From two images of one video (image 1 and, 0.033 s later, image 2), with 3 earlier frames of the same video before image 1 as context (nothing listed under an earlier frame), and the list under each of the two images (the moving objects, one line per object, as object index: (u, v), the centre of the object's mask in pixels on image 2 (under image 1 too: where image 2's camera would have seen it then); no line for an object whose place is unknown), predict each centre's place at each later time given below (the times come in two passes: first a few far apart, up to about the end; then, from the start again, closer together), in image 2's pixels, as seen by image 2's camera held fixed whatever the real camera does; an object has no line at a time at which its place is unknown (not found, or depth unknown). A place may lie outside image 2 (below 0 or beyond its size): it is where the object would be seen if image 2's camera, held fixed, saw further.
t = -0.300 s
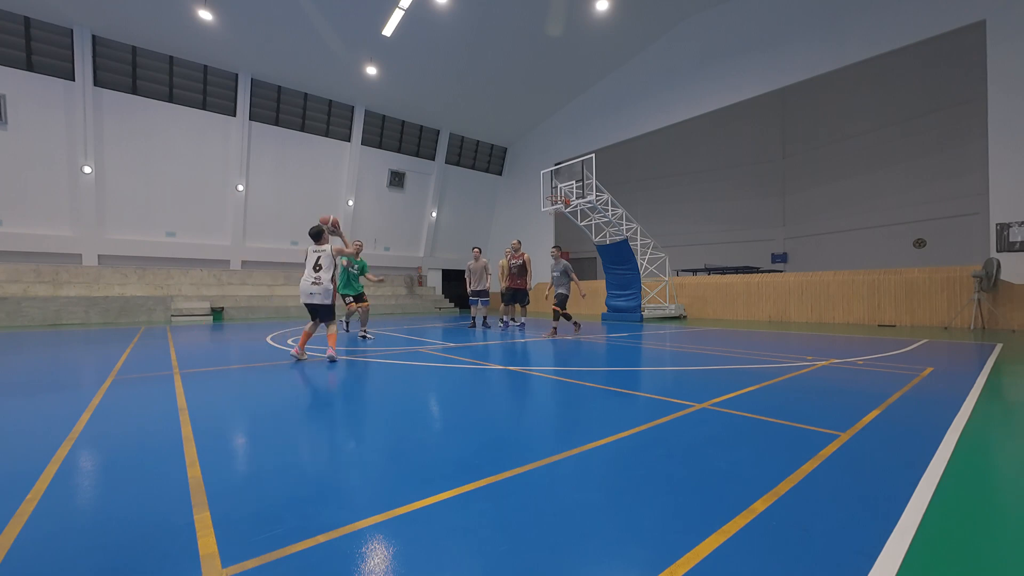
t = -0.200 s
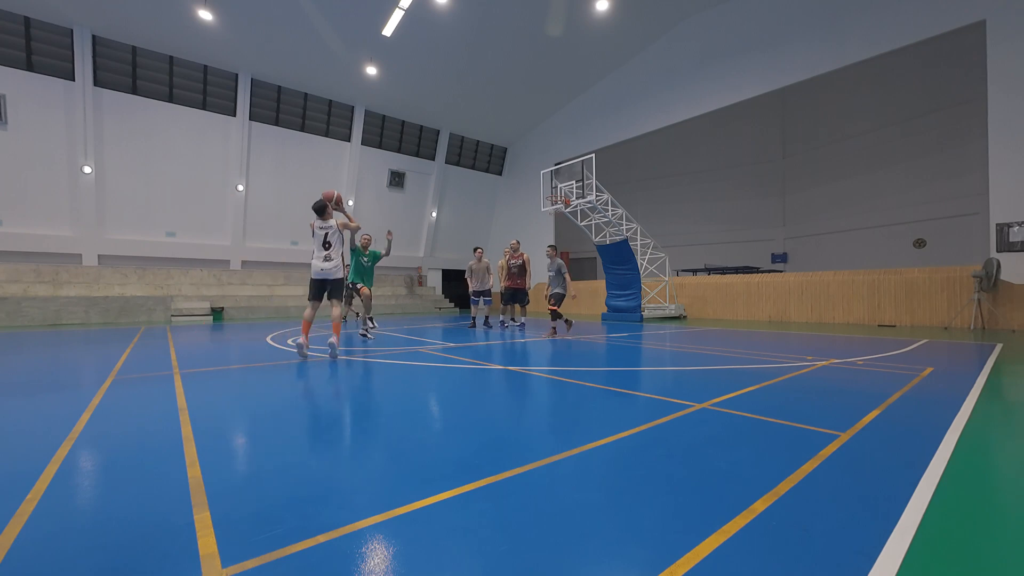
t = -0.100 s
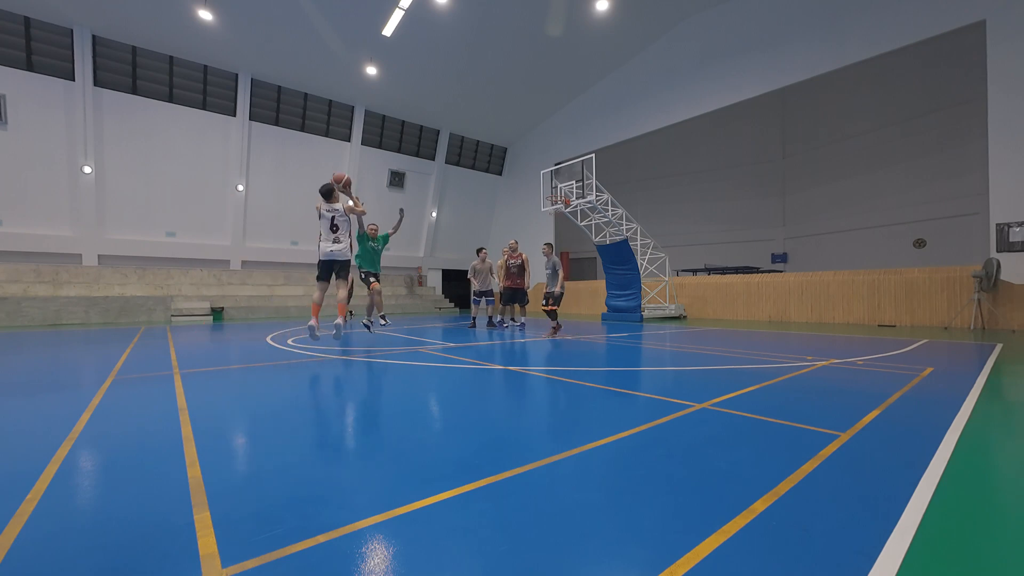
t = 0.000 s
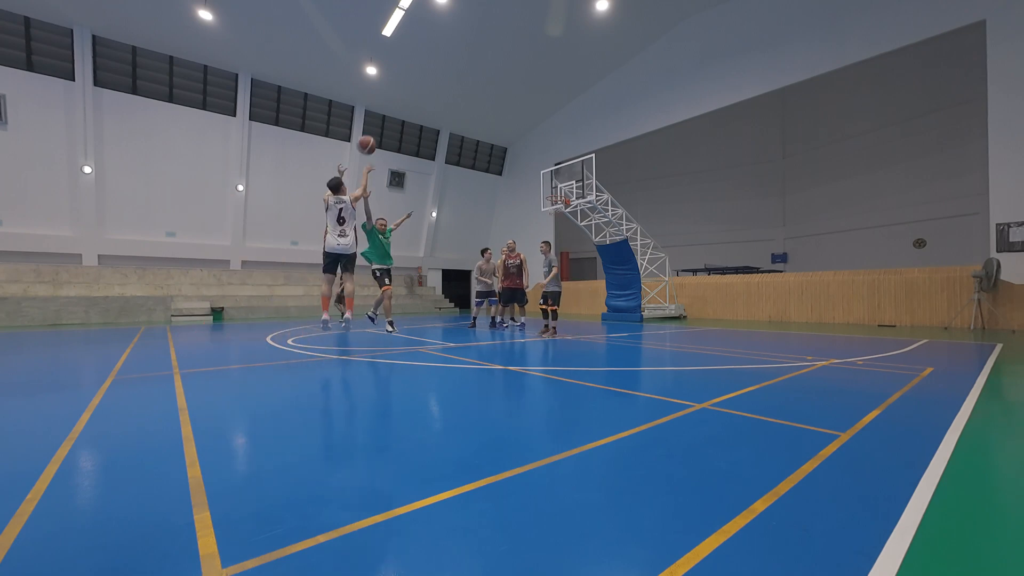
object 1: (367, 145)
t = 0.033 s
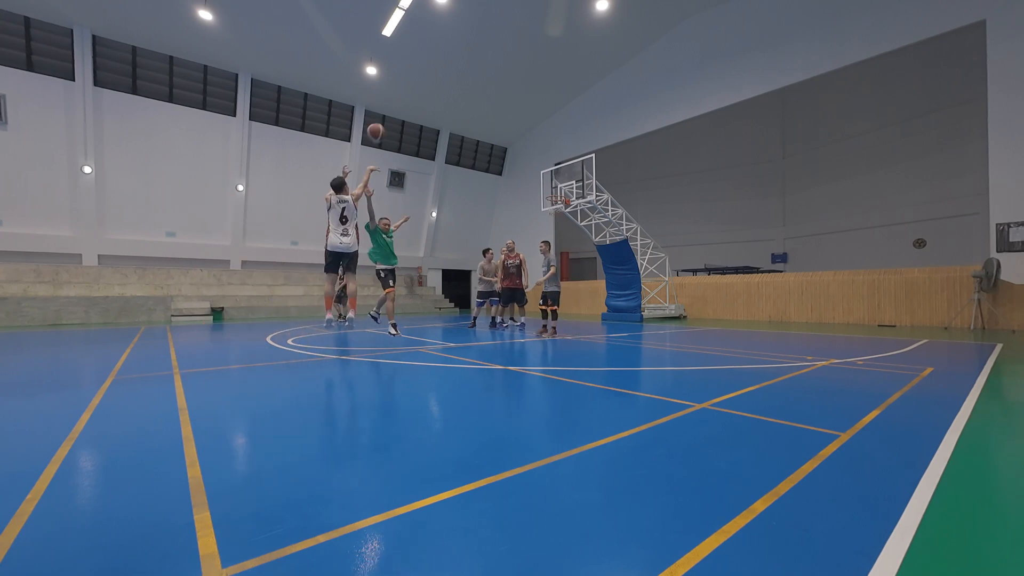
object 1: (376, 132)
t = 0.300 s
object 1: (439, 77)
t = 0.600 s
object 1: (488, 77)
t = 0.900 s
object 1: (523, 117)
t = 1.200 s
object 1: (550, 181)
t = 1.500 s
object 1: (570, 156)
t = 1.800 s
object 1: (594, 134)
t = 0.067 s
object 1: (385, 121)
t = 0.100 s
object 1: (394, 111)
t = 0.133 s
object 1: (402, 104)
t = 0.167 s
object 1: (411, 97)
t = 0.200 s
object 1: (418, 90)
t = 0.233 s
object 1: (426, 85)
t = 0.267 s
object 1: (433, 81)
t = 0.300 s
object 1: (439, 77)
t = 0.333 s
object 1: (446, 74)
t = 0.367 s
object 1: (452, 72)
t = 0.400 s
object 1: (458, 71)
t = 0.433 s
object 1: (463, 71)
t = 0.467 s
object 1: (469, 71)
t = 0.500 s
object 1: (474, 72)
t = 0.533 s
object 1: (479, 73)
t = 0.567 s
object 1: (484, 75)
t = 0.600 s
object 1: (488, 77)
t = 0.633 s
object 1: (493, 79)
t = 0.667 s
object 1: (497, 83)
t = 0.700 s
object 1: (501, 86)
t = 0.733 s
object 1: (505, 90)
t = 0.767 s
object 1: (509, 95)
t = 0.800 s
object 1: (512, 100)
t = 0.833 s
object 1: (516, 105)
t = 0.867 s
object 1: (520, 111)
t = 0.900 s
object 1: (523, 117)
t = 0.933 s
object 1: (526, 123)
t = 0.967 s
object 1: (530, 129)
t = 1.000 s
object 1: (533, 136)
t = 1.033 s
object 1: (536, 142)
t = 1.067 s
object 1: (539, 150)
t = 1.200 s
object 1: (550, 181)
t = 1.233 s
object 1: (552, 189)
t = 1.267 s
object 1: (555, 193)
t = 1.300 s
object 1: (557, 189)
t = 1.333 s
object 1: (559, 183)
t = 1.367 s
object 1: (561, 177)
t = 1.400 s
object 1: (563, 171)
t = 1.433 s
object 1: (565, 166)
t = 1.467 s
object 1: (567, 161)
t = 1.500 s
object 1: (570, 156)
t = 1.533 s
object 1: (572, 153)
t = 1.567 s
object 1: (575, 149)
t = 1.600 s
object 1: (577, 145)
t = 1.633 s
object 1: (580, 142)
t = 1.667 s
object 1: (583, 139)
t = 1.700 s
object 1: (585, 138)
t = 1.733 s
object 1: (588, 136)
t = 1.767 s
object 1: (591, 135)
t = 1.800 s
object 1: (594, 134)
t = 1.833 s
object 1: (597, 134)
